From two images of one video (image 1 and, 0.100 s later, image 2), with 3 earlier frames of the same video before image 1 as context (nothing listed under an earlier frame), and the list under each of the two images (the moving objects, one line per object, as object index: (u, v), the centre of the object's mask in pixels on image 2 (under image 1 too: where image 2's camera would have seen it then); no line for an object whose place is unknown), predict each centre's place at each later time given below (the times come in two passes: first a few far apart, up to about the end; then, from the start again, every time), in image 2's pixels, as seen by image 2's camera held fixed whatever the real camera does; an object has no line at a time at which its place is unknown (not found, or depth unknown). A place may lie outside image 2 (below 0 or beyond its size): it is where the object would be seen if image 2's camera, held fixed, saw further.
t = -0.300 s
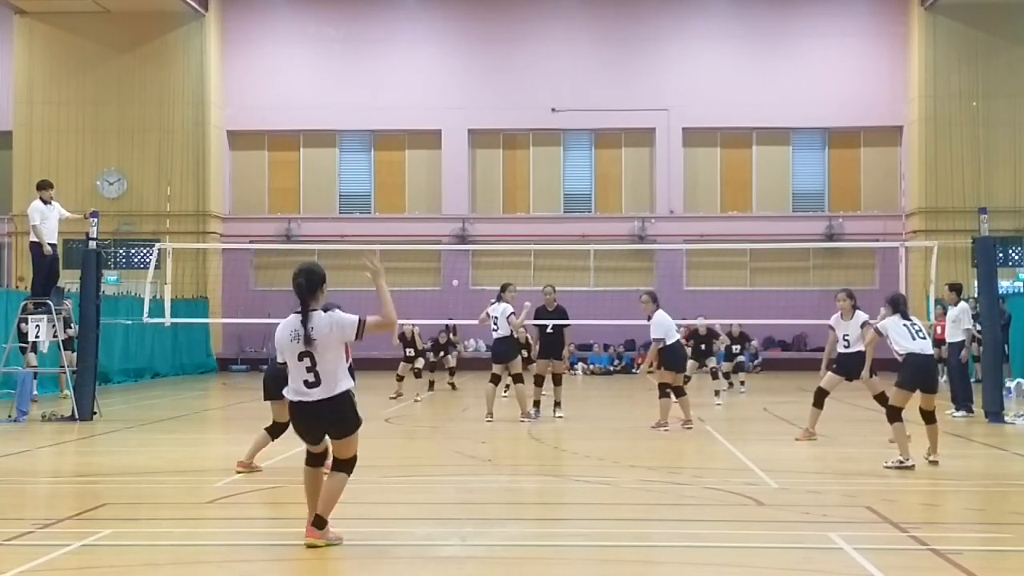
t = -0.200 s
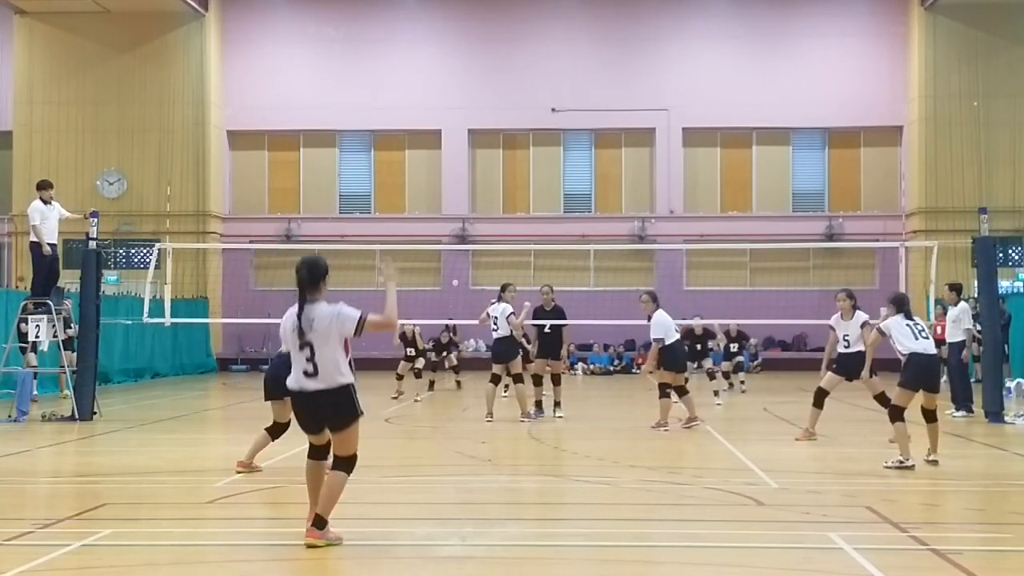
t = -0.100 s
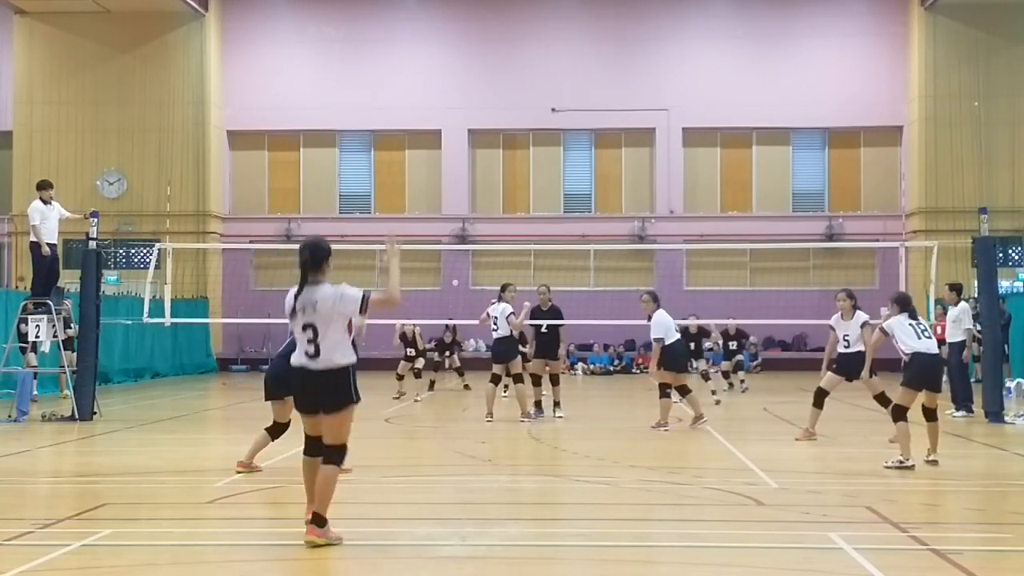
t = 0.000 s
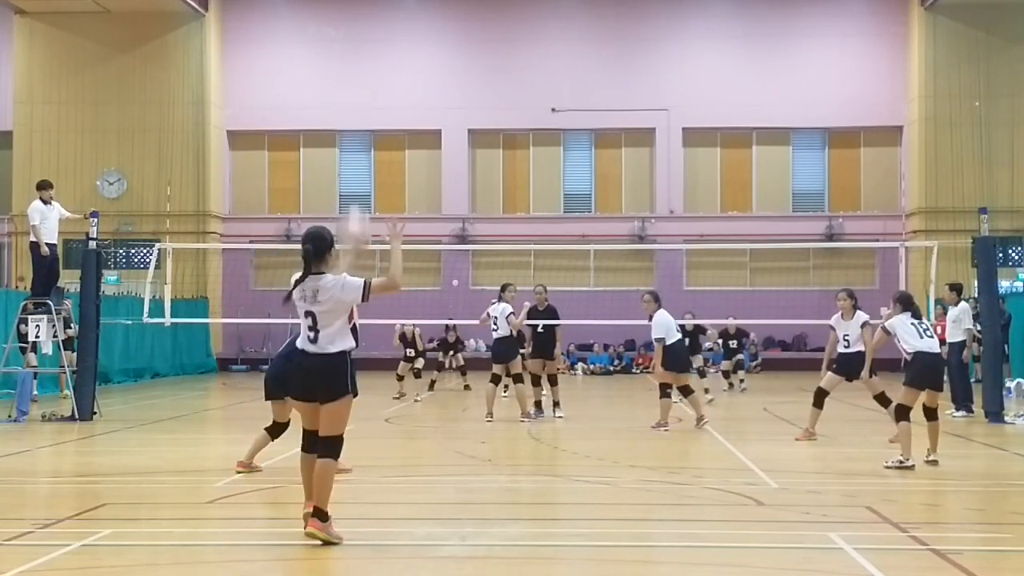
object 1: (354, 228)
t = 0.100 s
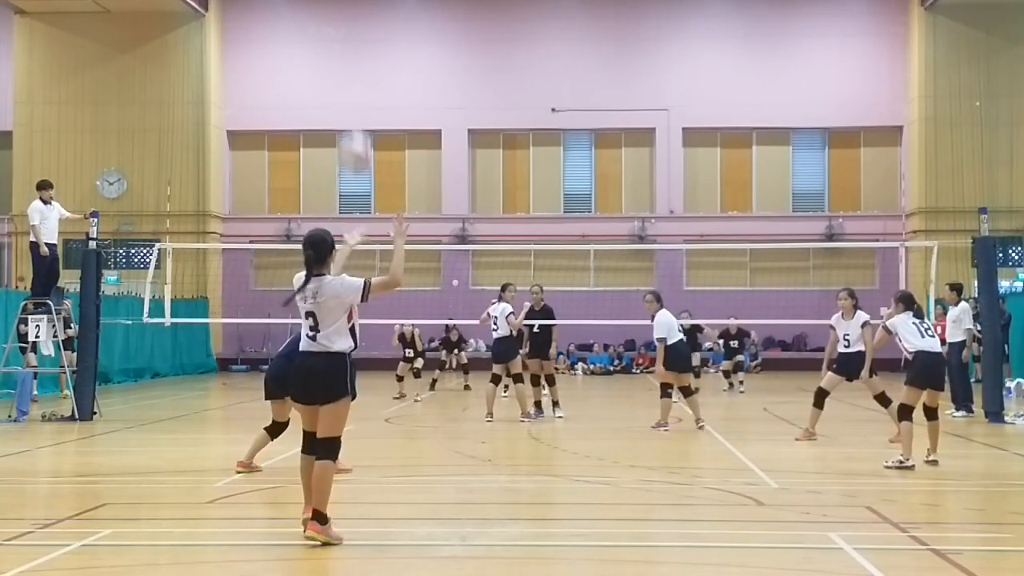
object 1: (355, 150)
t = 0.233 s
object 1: (354, 75)
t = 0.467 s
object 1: (356, 14)
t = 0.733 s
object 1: (358, 48)
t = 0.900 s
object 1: (358, 133)
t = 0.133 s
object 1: (355, 130)
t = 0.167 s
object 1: (353, 110)
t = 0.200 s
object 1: (354, 93)
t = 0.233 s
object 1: (354, 75)
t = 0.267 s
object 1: (354, 59)
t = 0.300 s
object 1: (355, 46)
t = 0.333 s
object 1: (355, 36)
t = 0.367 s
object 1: (355, 27)
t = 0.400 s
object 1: (355, 19)
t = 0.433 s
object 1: (356, 16)
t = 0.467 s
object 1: (356, 14)
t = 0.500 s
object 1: (356, 13)
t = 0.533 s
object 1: (357, 13)
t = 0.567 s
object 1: (357, 14)
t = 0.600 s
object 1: (357, 16)
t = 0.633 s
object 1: (357, 21)
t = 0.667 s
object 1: (357, 28)
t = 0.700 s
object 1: (357, 37)
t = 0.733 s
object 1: (358, 48)
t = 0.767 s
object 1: (358, 62)
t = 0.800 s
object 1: (357, 77)
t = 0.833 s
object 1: (357, 95)
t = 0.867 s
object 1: (358, 112)
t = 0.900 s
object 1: (358, 133)
